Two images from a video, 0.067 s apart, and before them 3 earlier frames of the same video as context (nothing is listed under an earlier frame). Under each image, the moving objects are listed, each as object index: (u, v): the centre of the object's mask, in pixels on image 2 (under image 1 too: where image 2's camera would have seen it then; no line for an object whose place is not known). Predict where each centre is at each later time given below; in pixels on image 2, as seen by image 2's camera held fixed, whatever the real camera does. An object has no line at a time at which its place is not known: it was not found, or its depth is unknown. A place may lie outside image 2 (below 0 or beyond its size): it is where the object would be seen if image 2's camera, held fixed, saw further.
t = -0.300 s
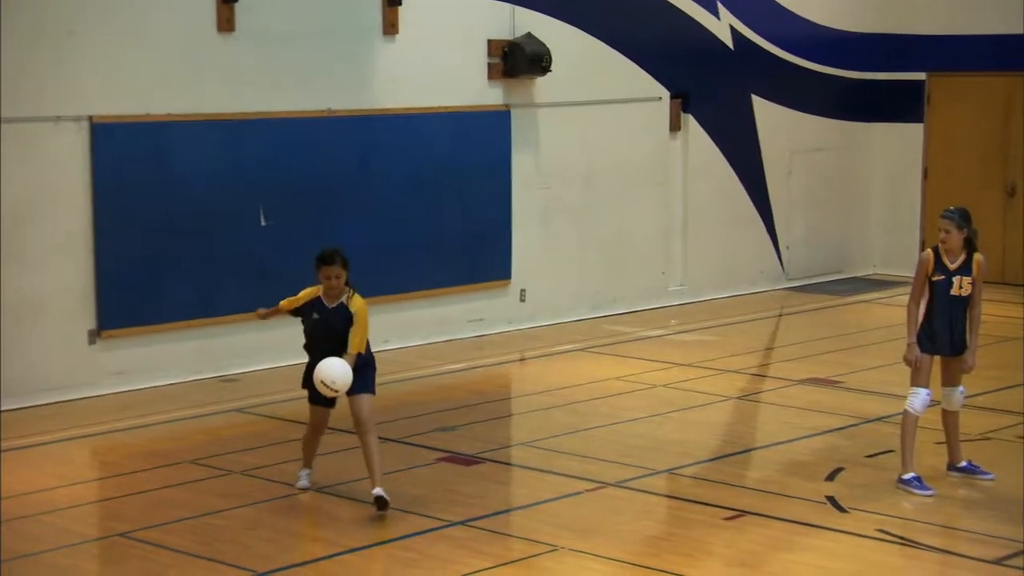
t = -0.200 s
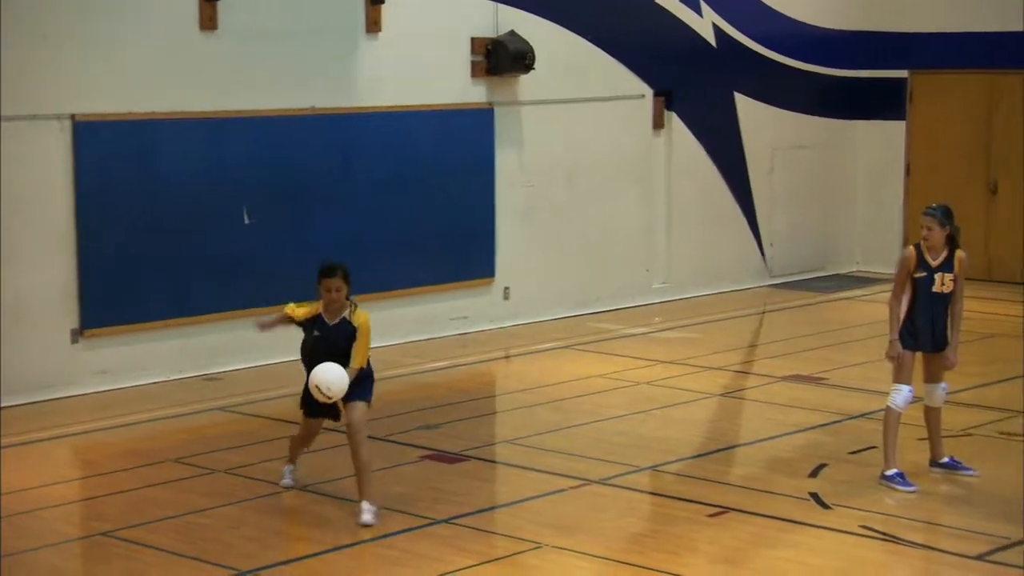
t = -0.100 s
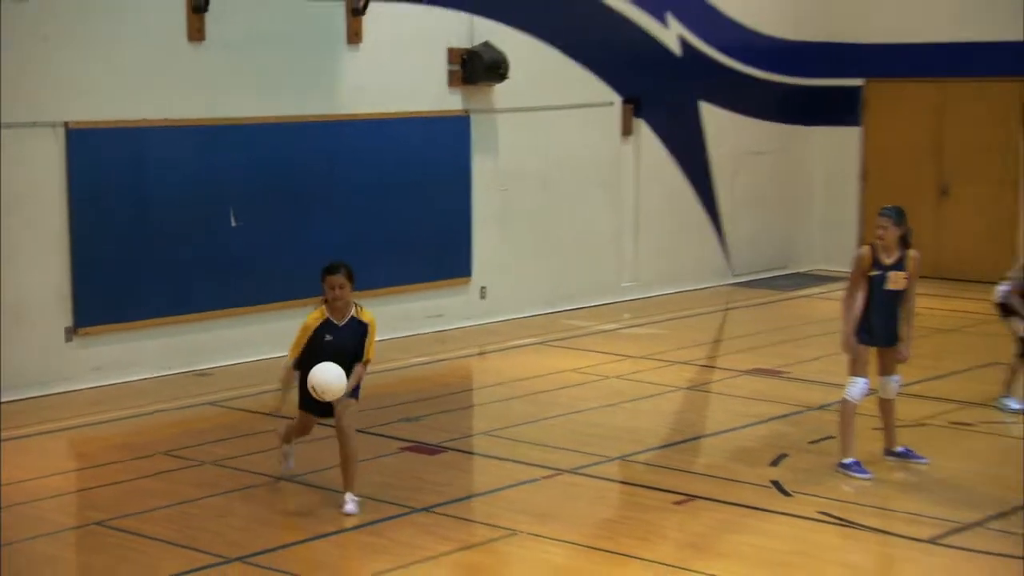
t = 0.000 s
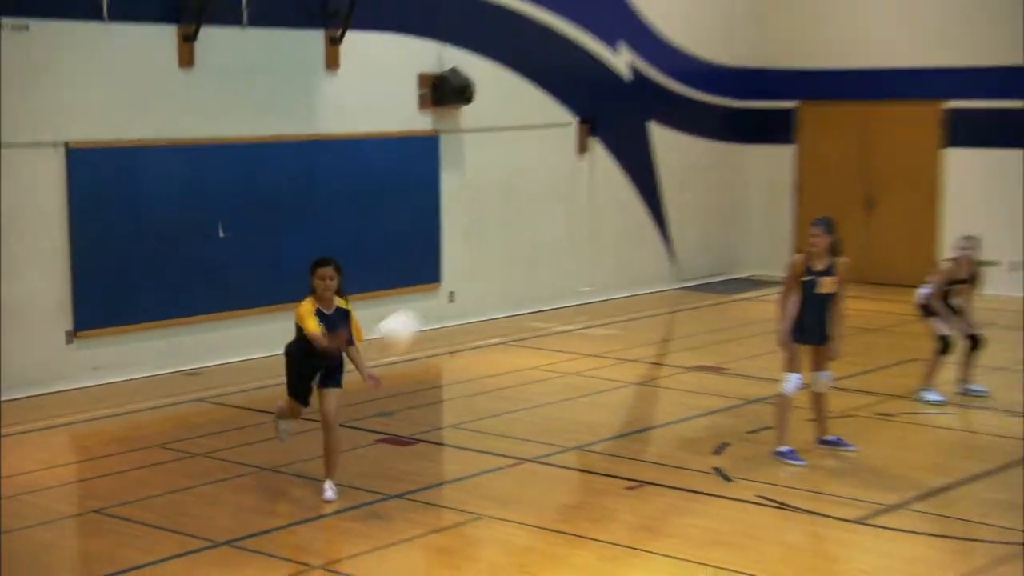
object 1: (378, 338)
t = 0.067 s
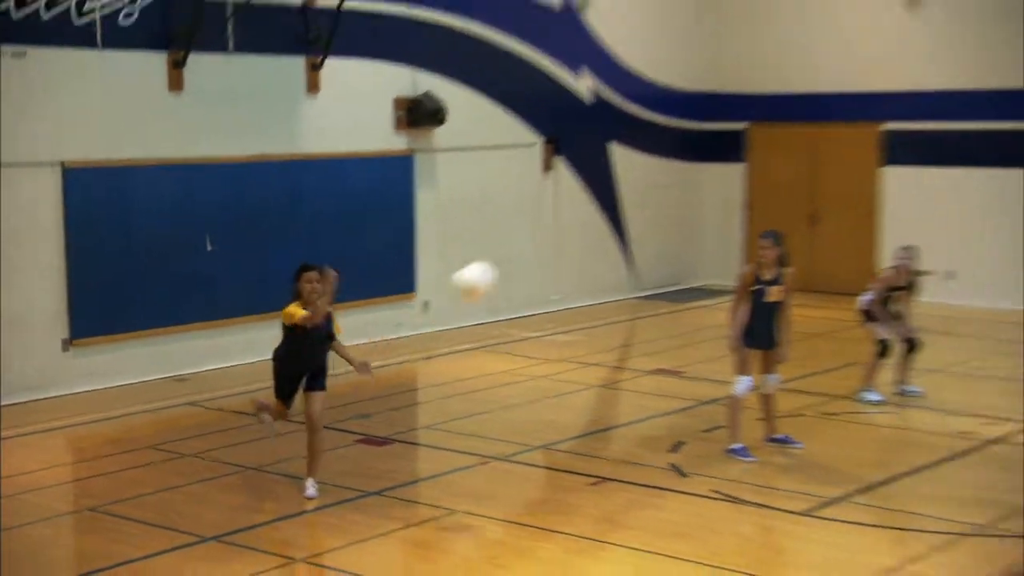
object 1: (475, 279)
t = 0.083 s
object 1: (501, 266)
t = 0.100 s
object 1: (528, 251)
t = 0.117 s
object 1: (555, 238)
